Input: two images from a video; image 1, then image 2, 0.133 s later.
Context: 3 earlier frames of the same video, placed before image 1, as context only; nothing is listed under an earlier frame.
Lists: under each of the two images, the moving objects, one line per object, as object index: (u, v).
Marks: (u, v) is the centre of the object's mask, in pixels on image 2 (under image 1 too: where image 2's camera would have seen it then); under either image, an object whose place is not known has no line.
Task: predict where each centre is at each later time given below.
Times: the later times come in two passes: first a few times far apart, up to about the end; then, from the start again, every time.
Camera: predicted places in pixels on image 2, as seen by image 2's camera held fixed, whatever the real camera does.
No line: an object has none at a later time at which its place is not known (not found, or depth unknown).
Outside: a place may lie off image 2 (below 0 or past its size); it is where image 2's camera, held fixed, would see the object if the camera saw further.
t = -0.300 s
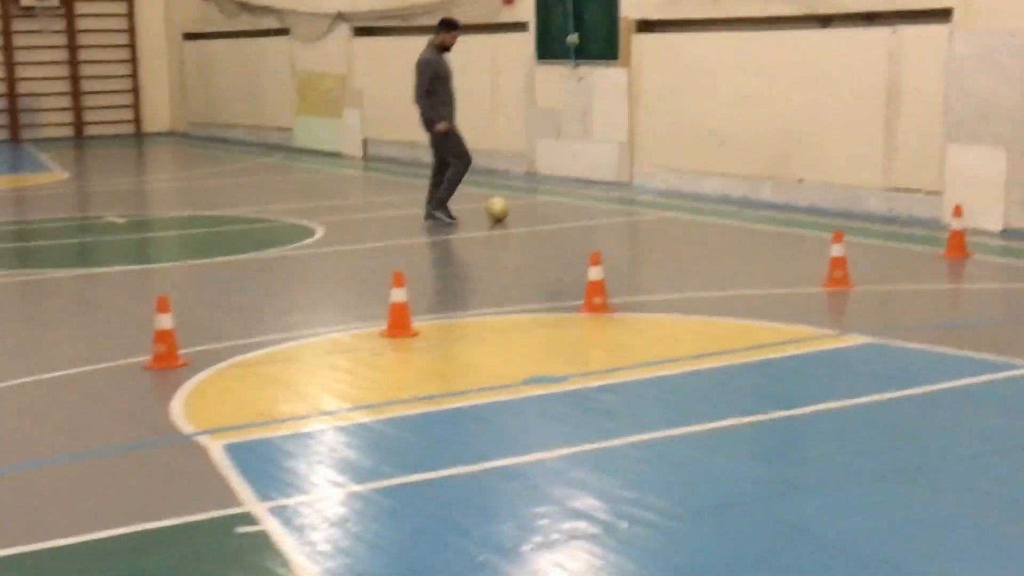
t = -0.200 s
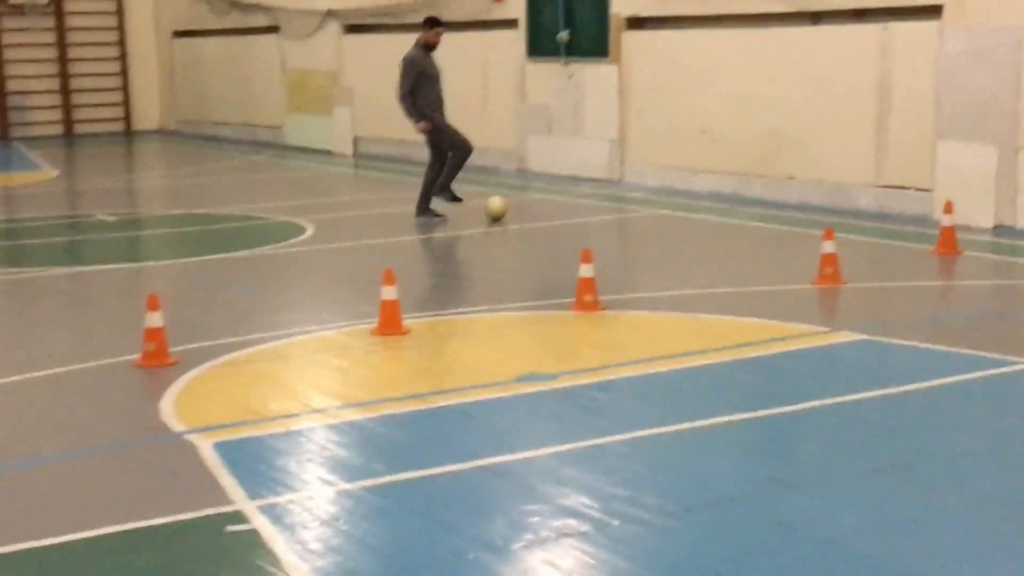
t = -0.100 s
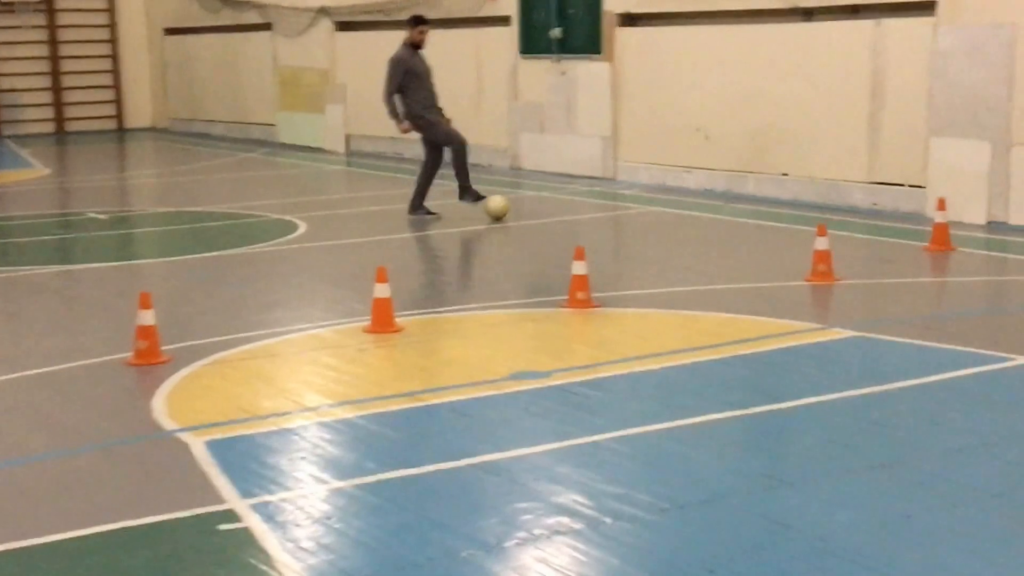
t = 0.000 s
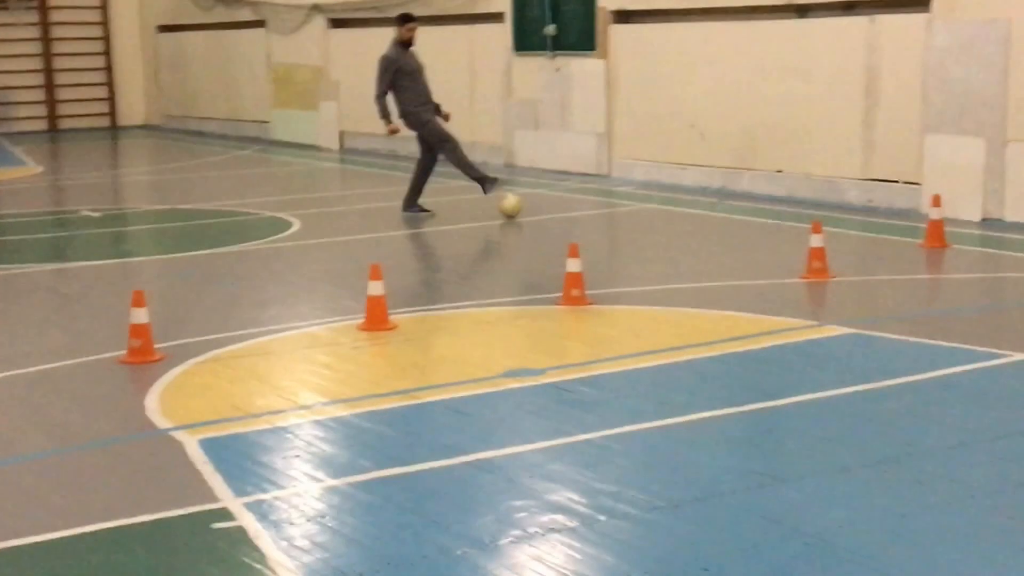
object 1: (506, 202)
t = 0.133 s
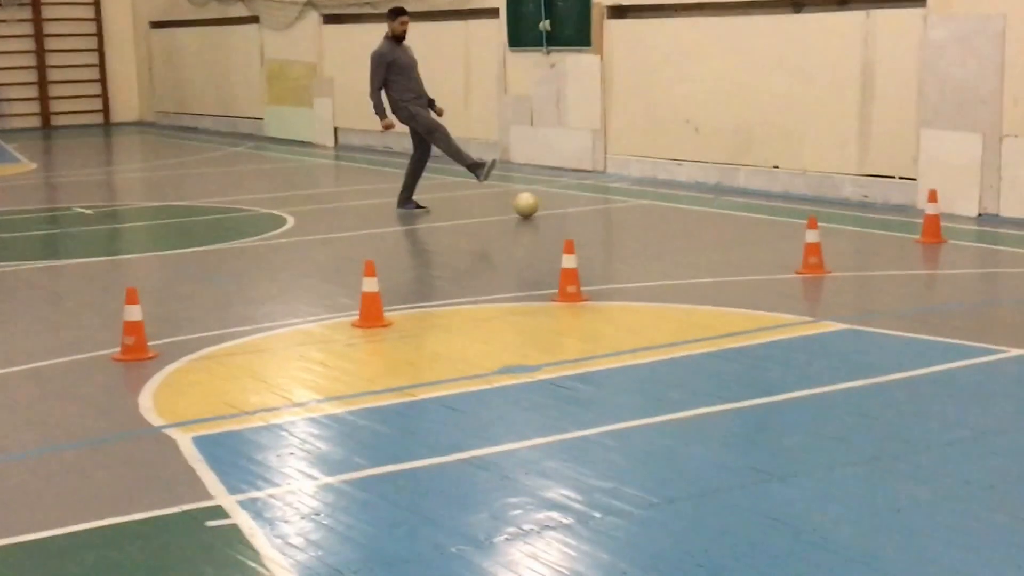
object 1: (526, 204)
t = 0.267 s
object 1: (548, 207)
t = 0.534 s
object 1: (593, 212)
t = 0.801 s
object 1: (639, 218)
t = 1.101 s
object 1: (697, 225)
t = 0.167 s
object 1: (531, 205)
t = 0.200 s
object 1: (537, 206)
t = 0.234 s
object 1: (542, 206)
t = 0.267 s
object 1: (548, 207)
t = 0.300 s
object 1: (553, 207)
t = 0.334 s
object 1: (557, 209)
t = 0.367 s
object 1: (565, 209)
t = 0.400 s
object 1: (570, 209)
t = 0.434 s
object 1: (576, 210)
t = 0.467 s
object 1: (581, 211)
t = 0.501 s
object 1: (587, 211)
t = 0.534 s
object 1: (593, 212)
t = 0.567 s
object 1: (598, 213)
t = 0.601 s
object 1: (605, 213)
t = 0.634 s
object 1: (610, 214)
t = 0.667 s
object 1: (616, 215)
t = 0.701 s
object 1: (622, 216)
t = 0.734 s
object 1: (627, 216)
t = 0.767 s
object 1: (633, 218)
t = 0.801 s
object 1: (639, 218)
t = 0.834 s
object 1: (646, 218)
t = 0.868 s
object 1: (652, 219)
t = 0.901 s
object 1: (658, 220)
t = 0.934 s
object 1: (664, 220)
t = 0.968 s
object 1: (670, 221)
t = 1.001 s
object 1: (677, 222)
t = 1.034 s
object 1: (683, 223)
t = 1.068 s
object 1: (690, 224)
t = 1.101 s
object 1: (697, 225)
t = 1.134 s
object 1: (703, 224)
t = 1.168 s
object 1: (709, 226)
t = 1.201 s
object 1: (716, 227)
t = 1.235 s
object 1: (723, 227)
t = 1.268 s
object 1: (729, 228)
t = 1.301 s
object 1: (736, 228)
